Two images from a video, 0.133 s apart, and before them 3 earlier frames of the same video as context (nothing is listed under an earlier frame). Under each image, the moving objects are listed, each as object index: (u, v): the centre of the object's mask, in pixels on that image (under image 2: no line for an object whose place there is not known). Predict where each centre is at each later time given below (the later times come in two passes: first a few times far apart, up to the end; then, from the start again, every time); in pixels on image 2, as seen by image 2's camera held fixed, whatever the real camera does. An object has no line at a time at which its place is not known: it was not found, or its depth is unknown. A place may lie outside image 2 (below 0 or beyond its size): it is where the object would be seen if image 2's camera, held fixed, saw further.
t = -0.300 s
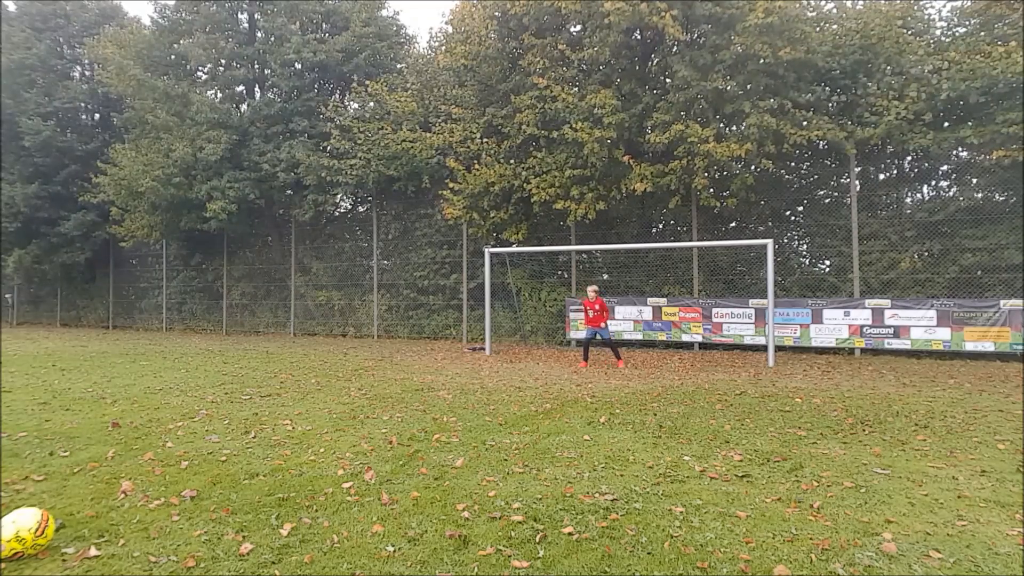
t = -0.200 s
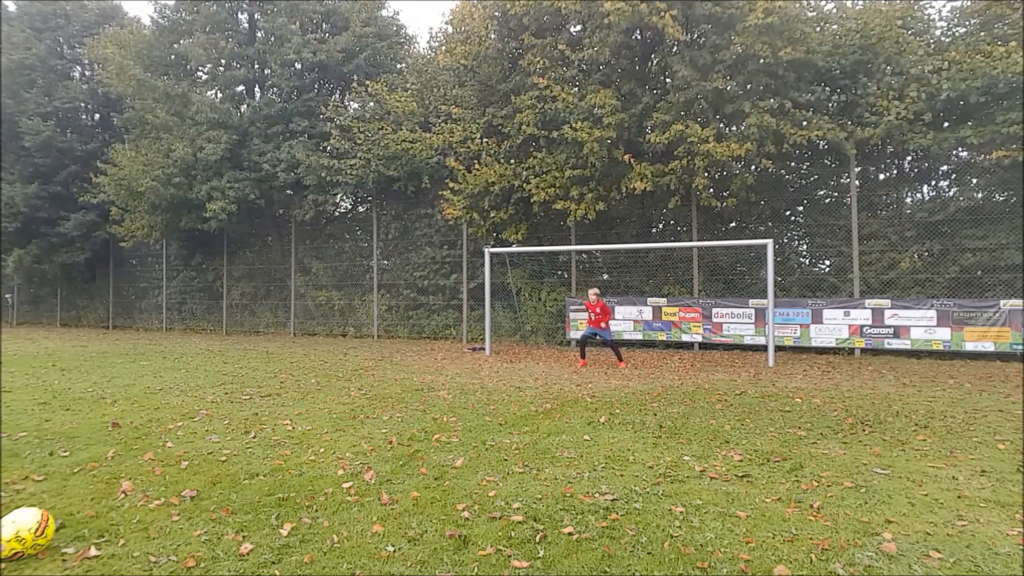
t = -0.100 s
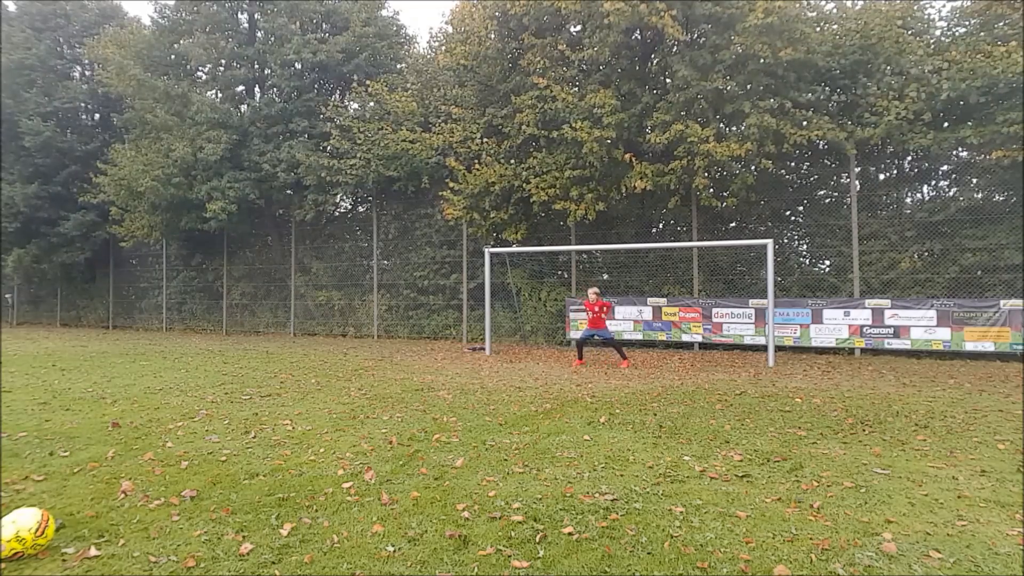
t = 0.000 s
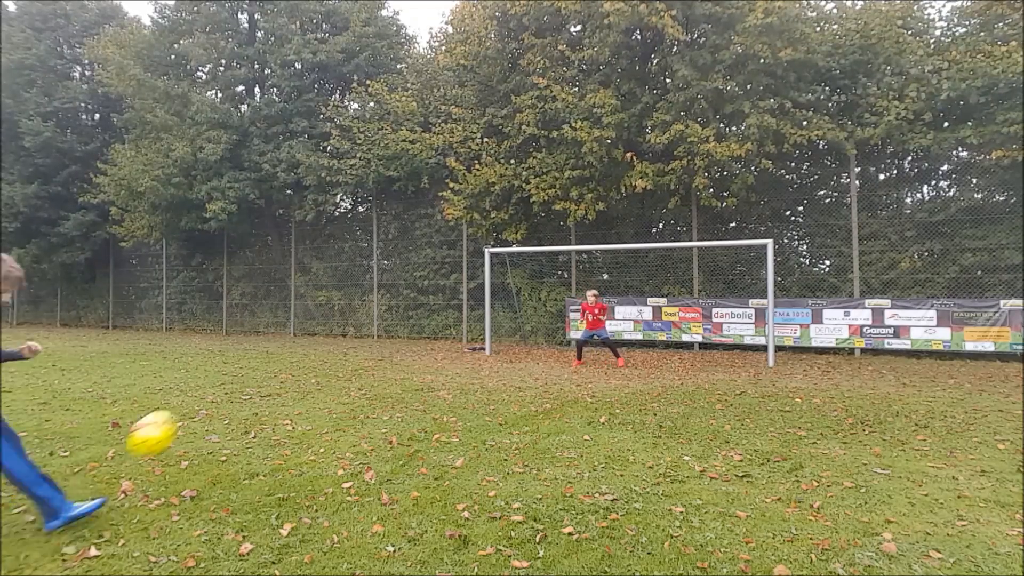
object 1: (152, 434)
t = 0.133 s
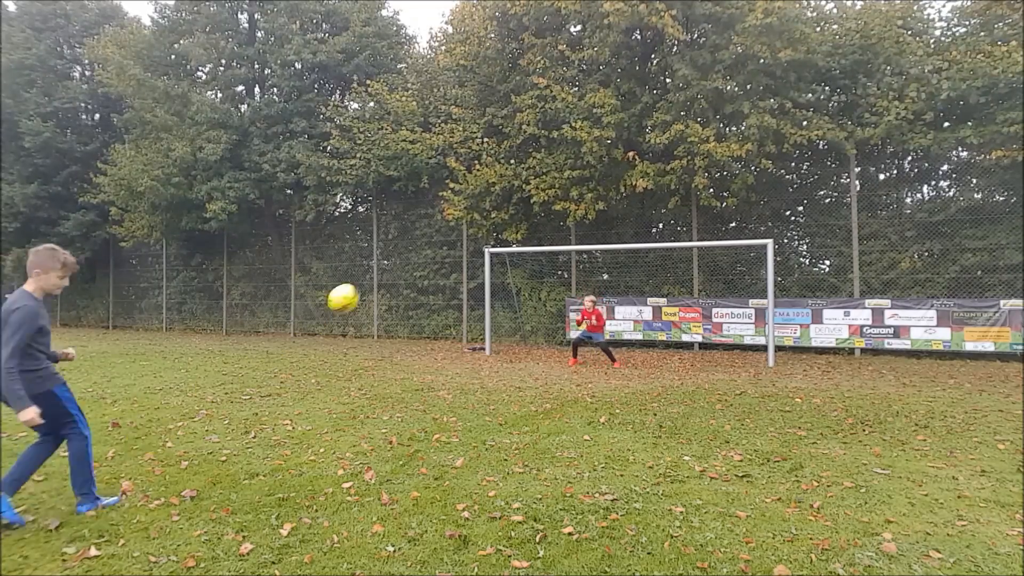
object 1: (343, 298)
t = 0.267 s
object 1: (436, 244)
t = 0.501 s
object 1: (519, 219)
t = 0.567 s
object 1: (534, 220)
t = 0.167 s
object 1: (372, 280)
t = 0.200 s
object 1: (397, 265)
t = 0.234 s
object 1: (417, 253)
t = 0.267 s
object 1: (436, 244)
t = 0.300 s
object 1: (452, 237)
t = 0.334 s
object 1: (466, 231)
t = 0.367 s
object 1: (480, 227)
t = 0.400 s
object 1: (491, 223)
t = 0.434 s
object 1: (501, 221)
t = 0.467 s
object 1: (510, 219)
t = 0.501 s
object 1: (519, 219)
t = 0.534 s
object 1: (527, 219)
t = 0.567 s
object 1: (534, 220)
